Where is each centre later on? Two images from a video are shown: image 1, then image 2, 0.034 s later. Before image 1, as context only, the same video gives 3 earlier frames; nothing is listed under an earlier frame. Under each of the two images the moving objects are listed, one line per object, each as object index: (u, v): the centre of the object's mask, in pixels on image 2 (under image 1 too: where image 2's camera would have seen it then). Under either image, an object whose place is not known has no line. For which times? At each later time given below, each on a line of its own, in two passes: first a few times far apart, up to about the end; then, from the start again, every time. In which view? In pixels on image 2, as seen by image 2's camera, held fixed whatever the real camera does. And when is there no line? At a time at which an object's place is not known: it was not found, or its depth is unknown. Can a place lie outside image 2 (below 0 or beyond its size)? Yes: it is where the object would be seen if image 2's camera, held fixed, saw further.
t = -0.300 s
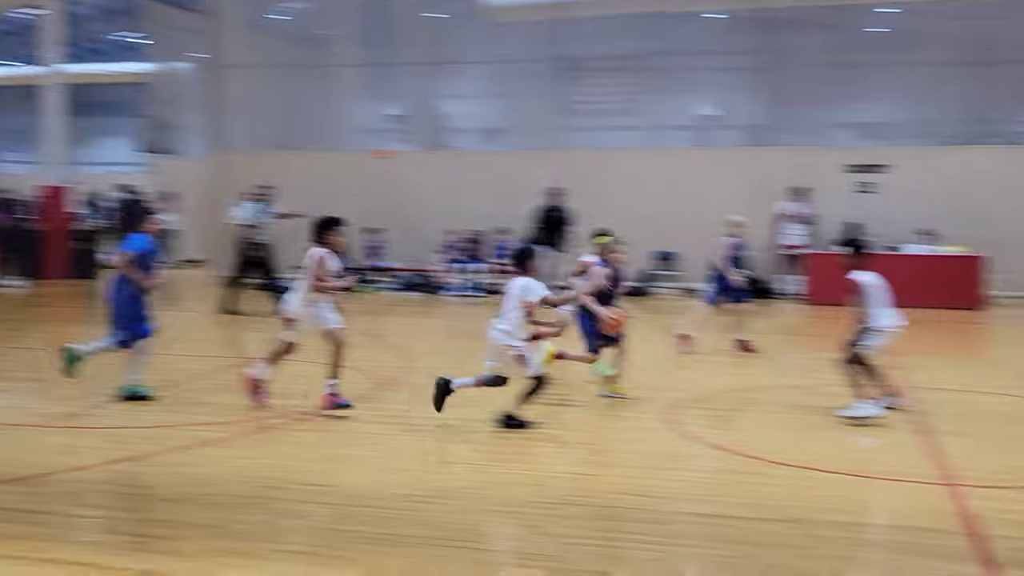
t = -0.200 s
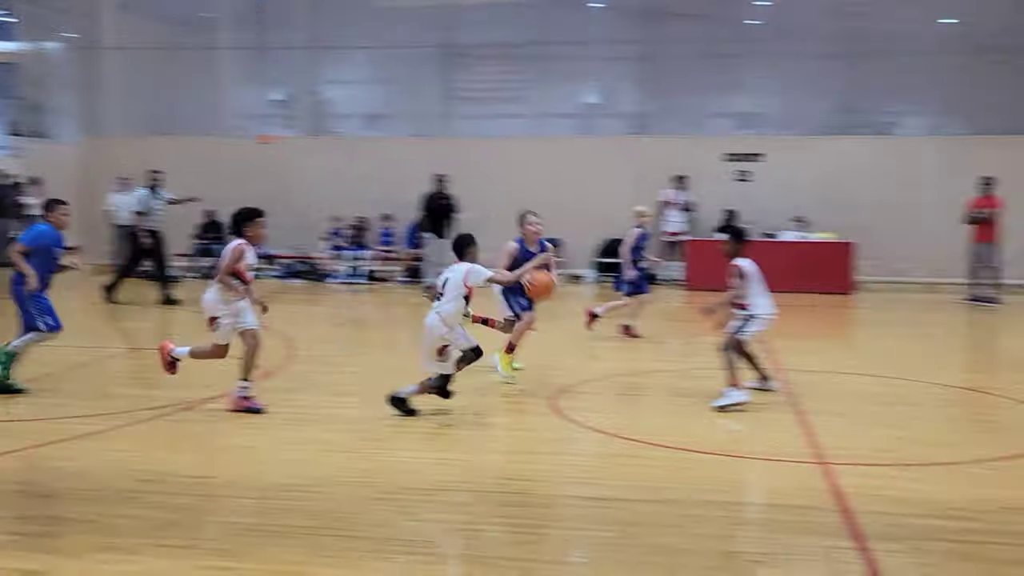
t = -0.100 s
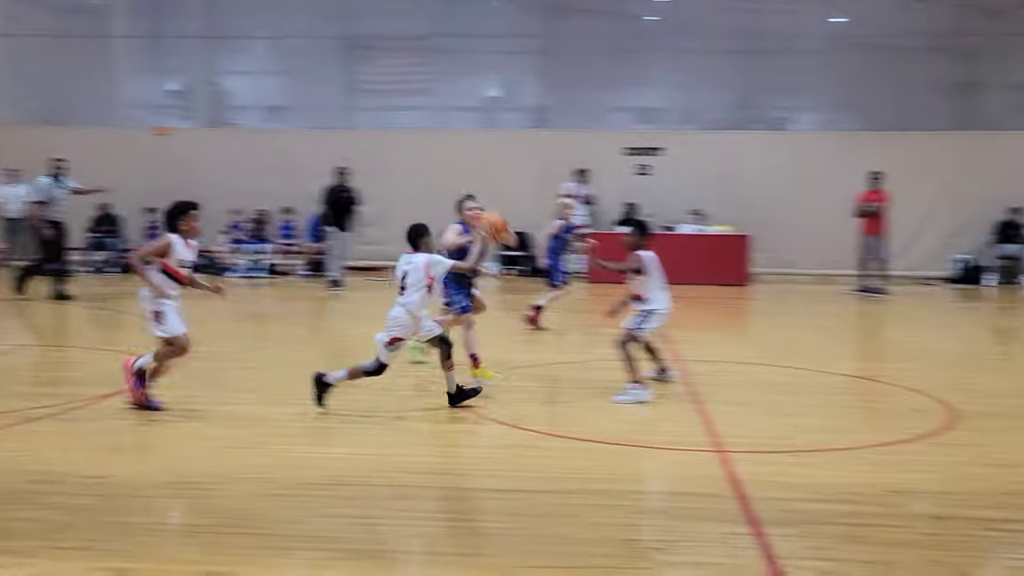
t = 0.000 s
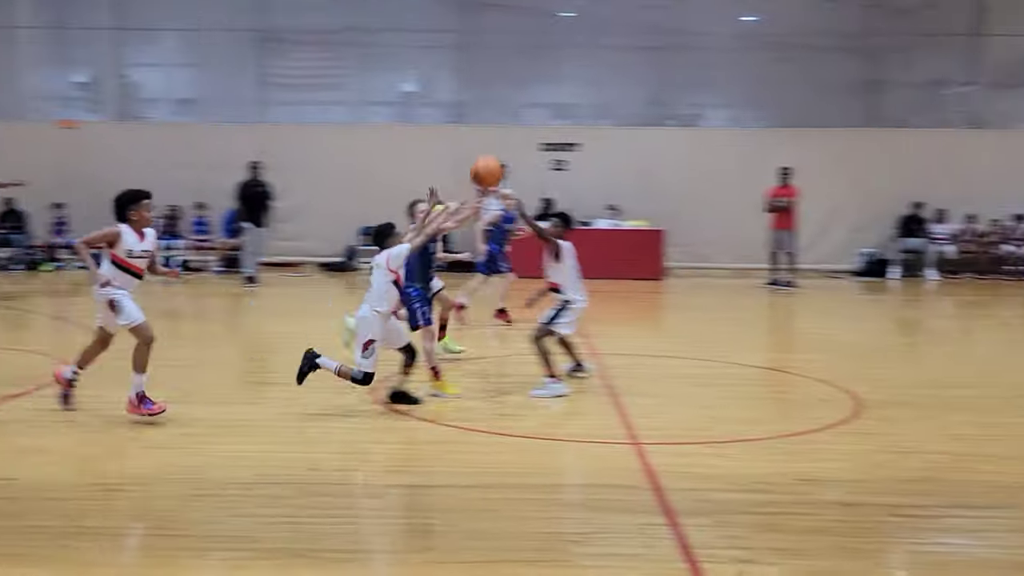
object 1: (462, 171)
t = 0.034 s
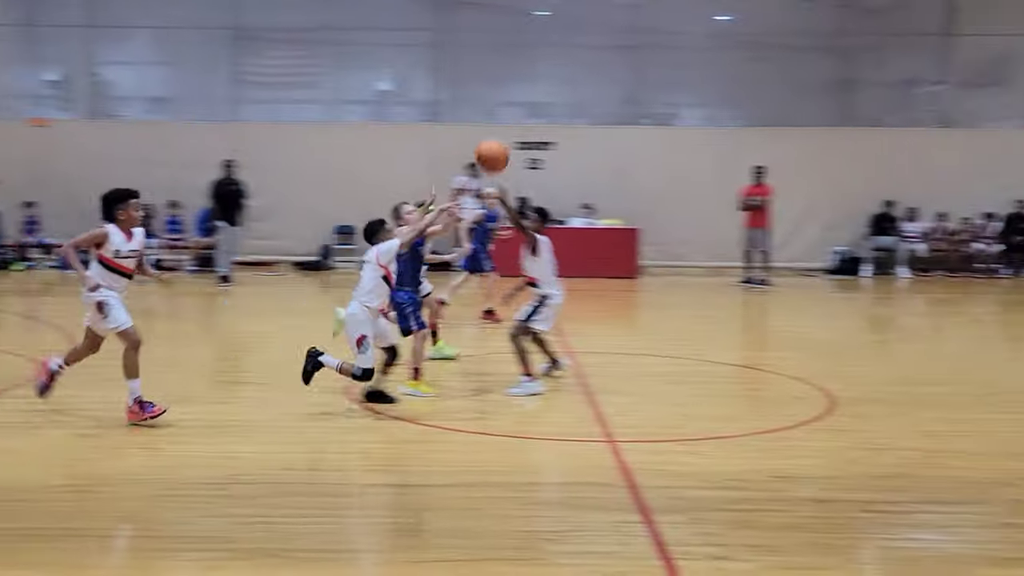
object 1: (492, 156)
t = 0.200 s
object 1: (667, 95)
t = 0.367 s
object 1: (893, 64)
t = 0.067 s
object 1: (523, 142)
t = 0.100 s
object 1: (557, 129)
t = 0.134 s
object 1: (592, 117)
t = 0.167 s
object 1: (629, 106)
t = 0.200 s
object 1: (667, 95)
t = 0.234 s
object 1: (708, 87)
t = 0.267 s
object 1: (750, 79)
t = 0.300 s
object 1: (795, 72)
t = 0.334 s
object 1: (843, 67)
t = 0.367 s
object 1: (893, 64)
